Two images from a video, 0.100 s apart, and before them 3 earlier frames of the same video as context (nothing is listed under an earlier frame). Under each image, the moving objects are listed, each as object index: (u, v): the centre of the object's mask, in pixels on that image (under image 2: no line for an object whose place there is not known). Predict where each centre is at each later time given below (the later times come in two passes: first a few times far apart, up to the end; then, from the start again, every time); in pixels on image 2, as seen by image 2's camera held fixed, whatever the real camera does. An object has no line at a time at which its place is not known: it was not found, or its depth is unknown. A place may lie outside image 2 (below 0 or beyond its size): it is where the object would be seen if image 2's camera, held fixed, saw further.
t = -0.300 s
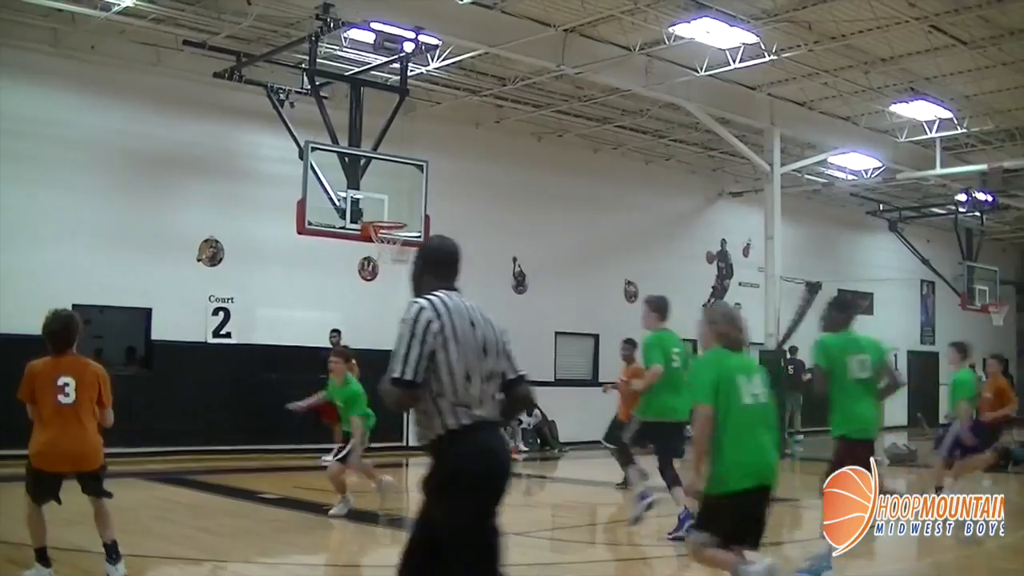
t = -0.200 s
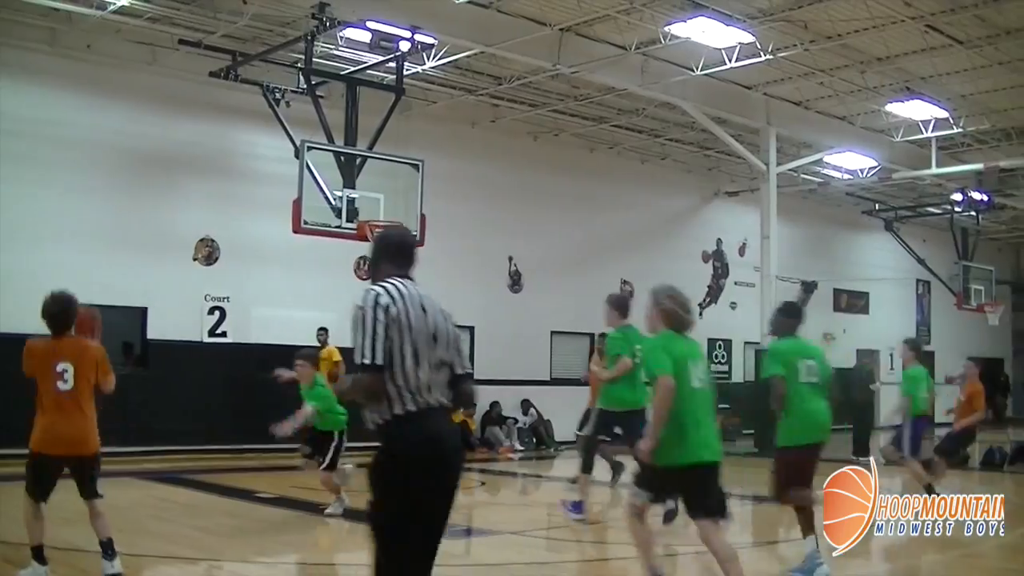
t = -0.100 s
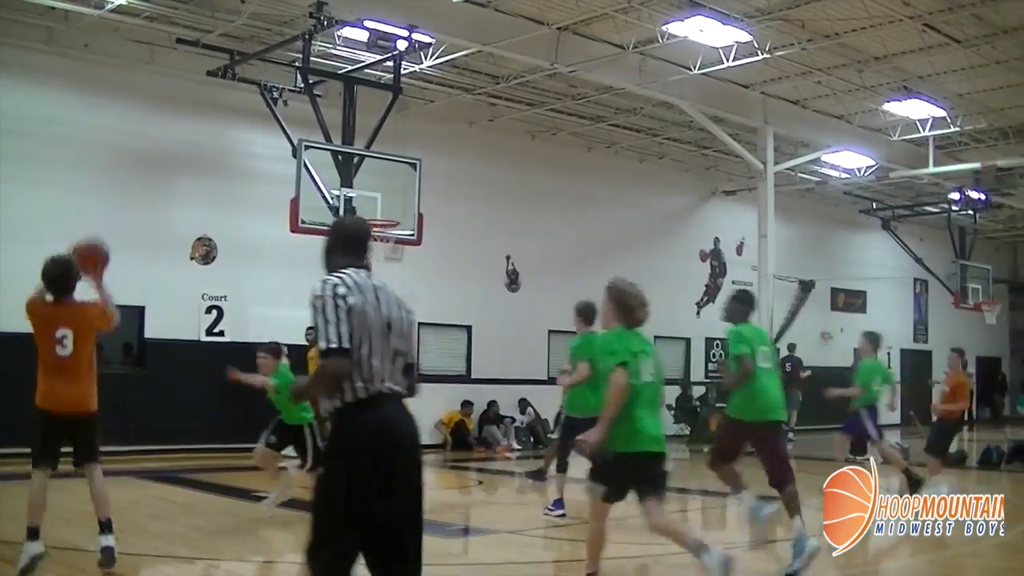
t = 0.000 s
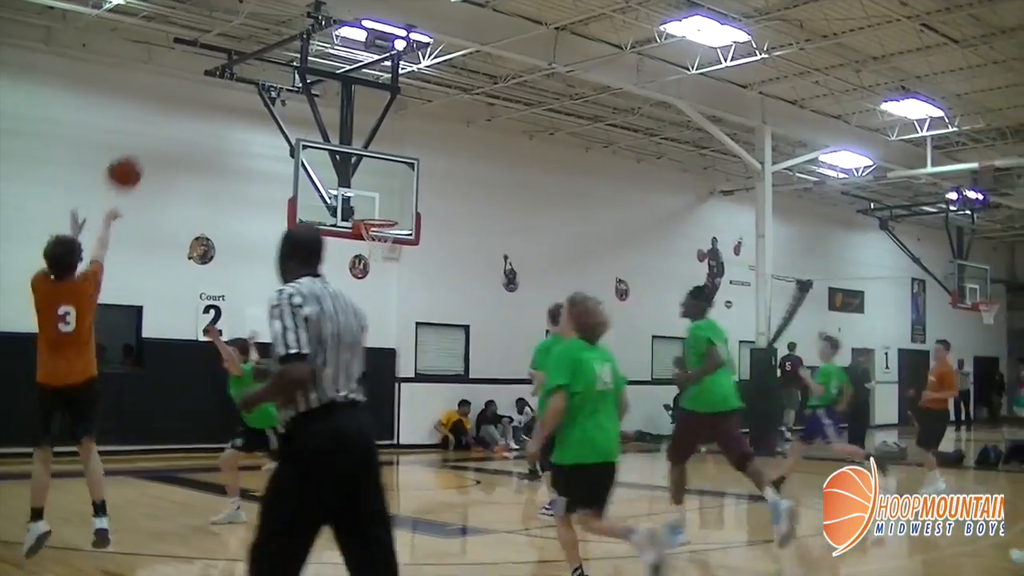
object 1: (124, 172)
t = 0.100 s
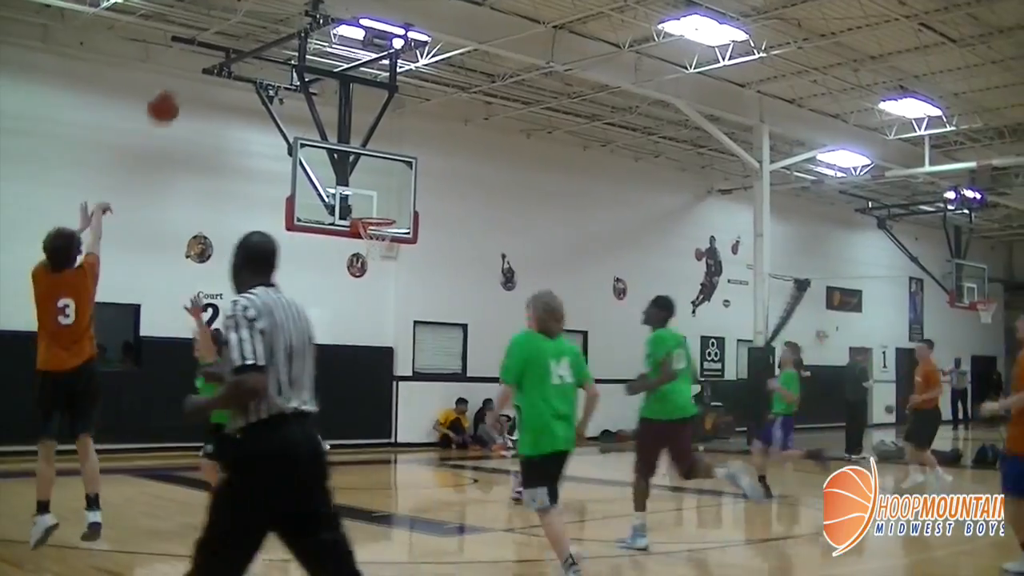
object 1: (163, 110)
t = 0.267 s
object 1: (218, 47)
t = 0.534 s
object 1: (283, 32)
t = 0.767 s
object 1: (323, 75)
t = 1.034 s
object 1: (357, 166)
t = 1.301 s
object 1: (378, 245)
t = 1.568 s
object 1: (389, 290)
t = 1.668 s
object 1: (393, 322)
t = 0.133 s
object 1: (175, 92)
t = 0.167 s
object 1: (187, 78)
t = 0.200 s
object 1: (197, 67)
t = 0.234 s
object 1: (207, 55)
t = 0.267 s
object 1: (218, 47)
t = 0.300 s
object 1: (228, 40)
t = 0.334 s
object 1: (236, 35)
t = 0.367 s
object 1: (245, 30)
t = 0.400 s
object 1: (253, 29)
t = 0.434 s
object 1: (261, 29)
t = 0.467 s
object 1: (268, 29)
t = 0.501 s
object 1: (276, 30)
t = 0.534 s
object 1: (283, 32)
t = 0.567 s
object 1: (290, 36)
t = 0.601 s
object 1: (296, 39)
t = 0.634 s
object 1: (302, 44)
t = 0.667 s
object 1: (307, 51)
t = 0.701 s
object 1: (312, 58)
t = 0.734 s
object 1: (318, 66)
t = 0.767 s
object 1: (323, 75)
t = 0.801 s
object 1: (328, 83)
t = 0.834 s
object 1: (333, 93)
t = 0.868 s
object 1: (338, 103)
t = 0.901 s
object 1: (342, 114)
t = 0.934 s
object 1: (346, 127)
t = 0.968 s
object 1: (350, 140)
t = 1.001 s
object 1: (354, 154)
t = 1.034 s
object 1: (357, 166)
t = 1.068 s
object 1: (362, 182)
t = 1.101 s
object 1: (365, 197)
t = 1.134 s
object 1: (368, 210)
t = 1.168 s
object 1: (373, 228)
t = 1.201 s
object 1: (374, 238)
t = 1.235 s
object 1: (375, 241)
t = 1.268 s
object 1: (377, 242)
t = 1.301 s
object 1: (378, 245)
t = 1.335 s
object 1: (380, 248)
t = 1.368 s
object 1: (382, 250)
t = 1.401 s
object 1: (383, 255)
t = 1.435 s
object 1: (384, 260)
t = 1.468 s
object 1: (385, 266)
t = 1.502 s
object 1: (387, 273)
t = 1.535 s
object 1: (388, 281)
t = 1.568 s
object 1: (389, 290)
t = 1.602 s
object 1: (390, 300)
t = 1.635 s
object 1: (392, 310)
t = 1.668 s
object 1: (393, 322)
